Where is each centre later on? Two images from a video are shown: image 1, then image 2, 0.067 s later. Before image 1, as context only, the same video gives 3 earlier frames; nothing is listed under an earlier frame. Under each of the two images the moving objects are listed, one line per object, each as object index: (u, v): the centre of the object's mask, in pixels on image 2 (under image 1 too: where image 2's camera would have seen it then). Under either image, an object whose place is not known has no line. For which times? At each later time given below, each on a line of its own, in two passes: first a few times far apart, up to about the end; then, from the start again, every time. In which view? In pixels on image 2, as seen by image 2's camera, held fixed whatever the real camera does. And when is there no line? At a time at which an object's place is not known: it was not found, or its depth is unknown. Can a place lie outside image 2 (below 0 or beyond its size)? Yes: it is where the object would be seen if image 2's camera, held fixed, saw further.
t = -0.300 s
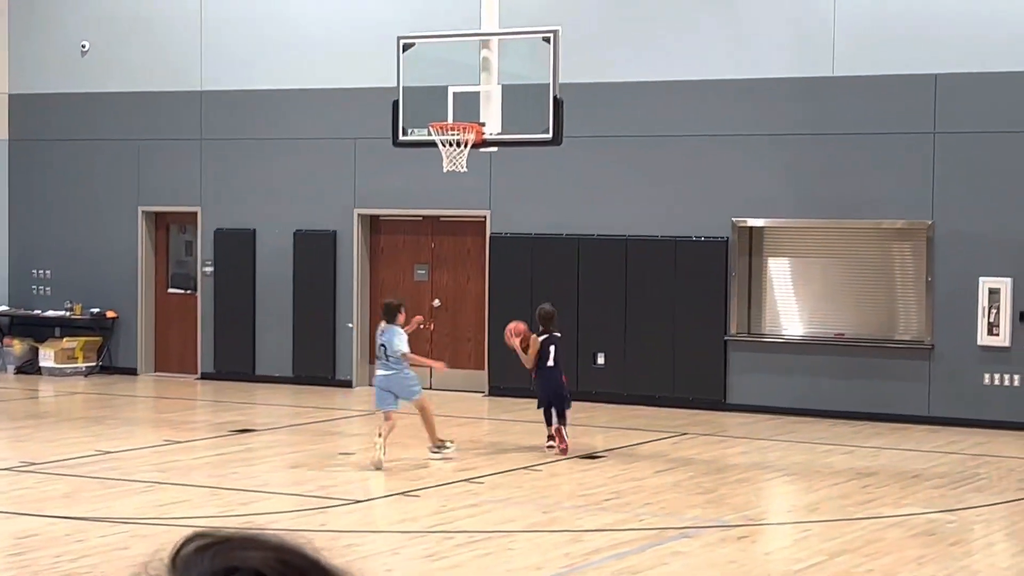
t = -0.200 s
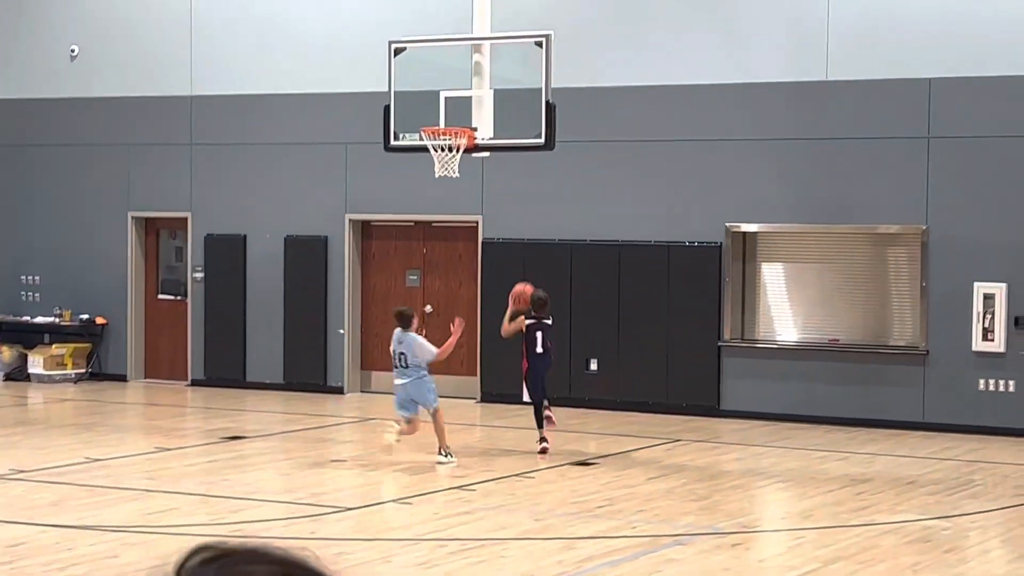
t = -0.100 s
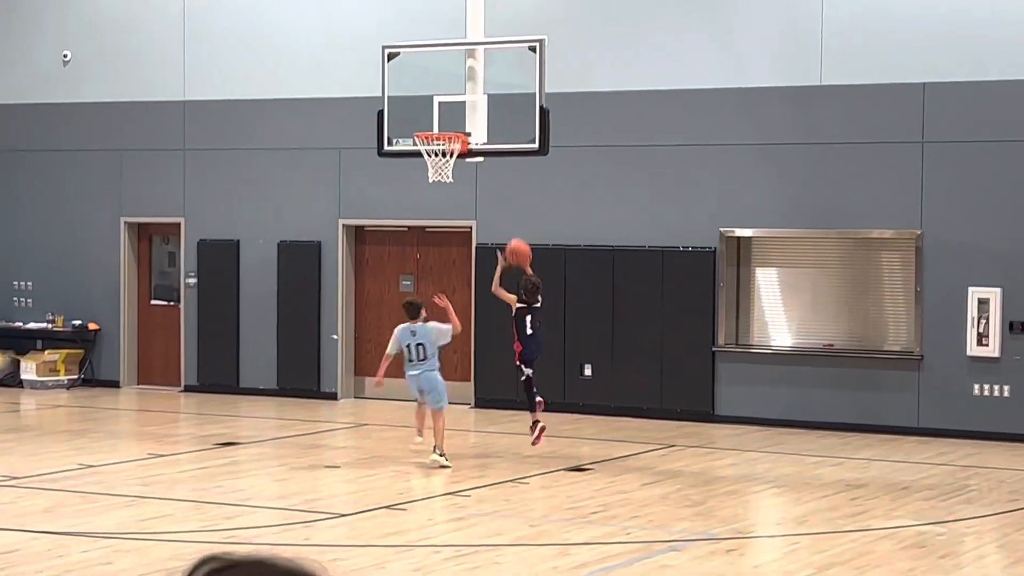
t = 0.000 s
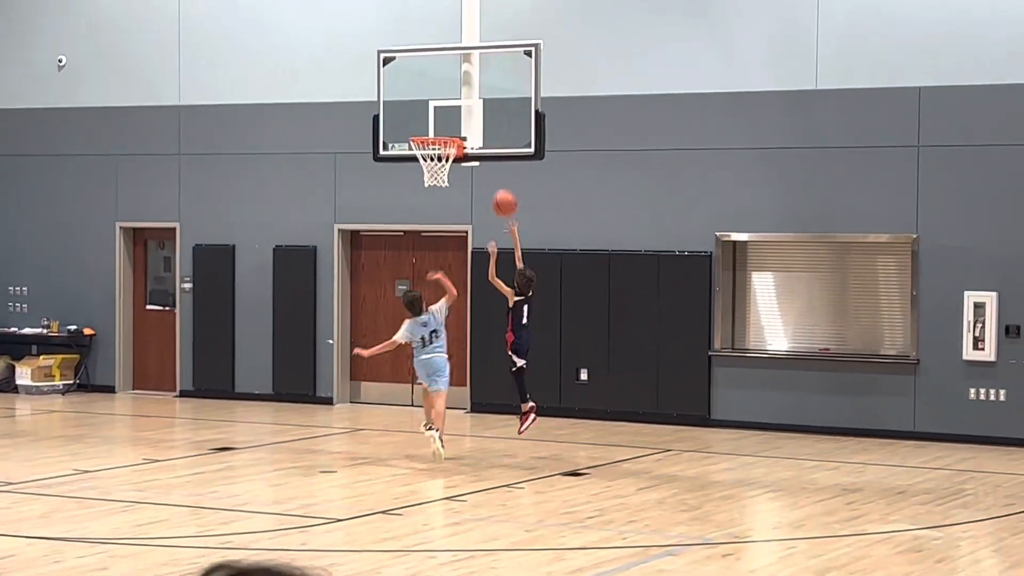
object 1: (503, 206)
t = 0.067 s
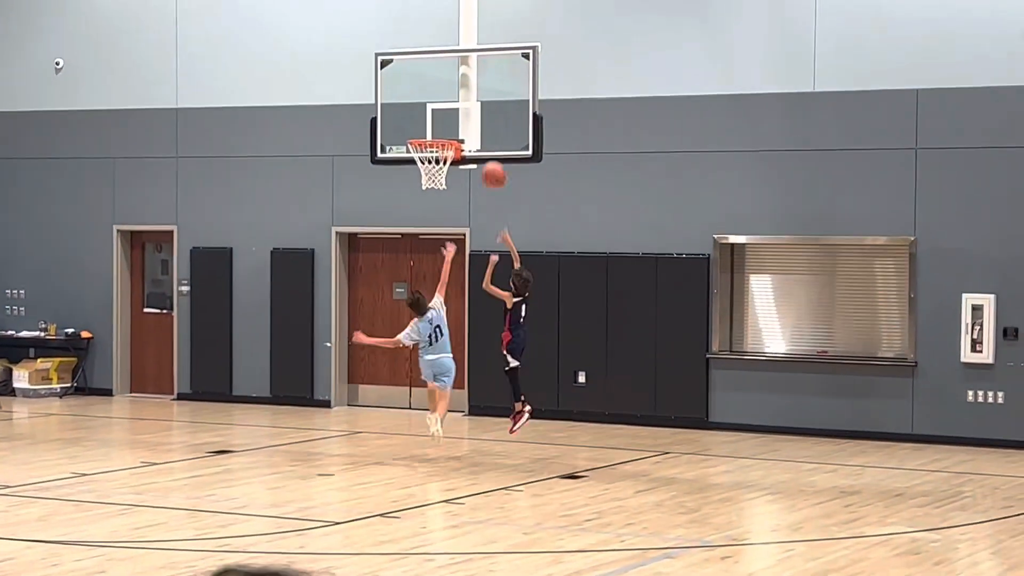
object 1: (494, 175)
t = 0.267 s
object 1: (470, 110)
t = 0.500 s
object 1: (433, 106)
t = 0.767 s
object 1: (417, 115)
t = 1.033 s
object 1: (432, 130)
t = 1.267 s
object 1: (441, 197)
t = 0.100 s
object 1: (490, 162)
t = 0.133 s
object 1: (486, 148)
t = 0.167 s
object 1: (482, 137)
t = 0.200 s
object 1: (477, 127)
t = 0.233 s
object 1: (473, 118)
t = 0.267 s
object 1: (470, 110)
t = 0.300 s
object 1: (464, 107)
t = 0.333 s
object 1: (459, 103)
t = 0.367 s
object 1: (453, 102)
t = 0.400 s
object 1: (448, 101)
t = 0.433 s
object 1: (443, 102)
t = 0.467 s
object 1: (438, 103)
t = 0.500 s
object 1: (433, 106)
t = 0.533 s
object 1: (427, 110)
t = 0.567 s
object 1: (421, 115)
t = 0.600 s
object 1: (416, 121)
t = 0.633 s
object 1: (411, 127)
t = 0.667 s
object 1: (411, 127)
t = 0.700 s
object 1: (413, 122)
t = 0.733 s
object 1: (415, 118)
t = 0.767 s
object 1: (417, 115)
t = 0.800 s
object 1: (419, 113)
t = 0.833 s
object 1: (420, 113)
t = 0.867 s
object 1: (422, 113)
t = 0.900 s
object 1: (424, 115)
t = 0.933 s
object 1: (426, 118)
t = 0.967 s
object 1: (428, 122)
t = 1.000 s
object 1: (430, 126)
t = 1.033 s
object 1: (432, 130)
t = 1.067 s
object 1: (434, 134)
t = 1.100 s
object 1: (437, 137)
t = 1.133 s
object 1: (435, 156)
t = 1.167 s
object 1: (438, 163)
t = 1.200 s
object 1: (440, 176)
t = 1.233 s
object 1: (441, 190)
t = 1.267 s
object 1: (441, 197)
